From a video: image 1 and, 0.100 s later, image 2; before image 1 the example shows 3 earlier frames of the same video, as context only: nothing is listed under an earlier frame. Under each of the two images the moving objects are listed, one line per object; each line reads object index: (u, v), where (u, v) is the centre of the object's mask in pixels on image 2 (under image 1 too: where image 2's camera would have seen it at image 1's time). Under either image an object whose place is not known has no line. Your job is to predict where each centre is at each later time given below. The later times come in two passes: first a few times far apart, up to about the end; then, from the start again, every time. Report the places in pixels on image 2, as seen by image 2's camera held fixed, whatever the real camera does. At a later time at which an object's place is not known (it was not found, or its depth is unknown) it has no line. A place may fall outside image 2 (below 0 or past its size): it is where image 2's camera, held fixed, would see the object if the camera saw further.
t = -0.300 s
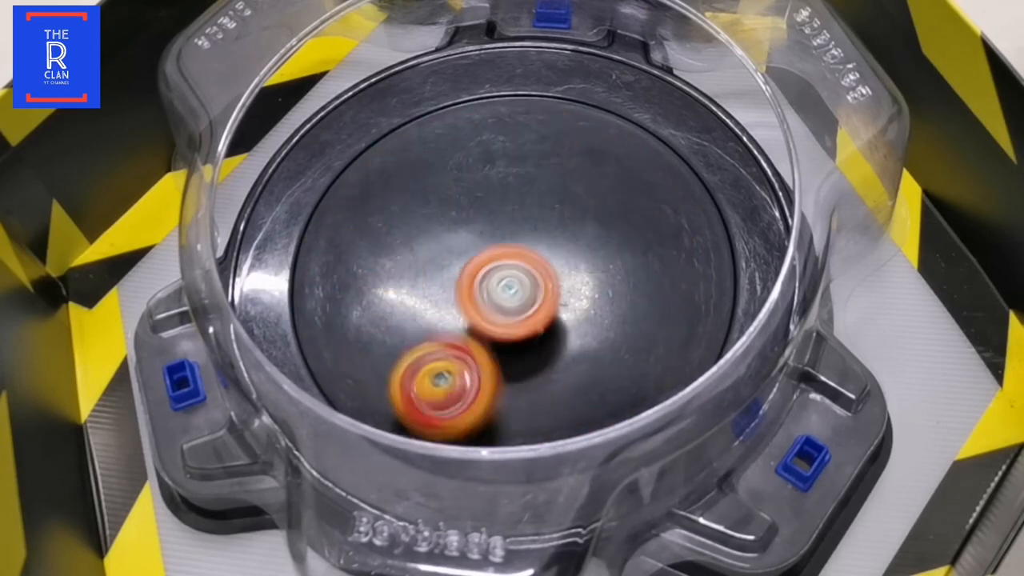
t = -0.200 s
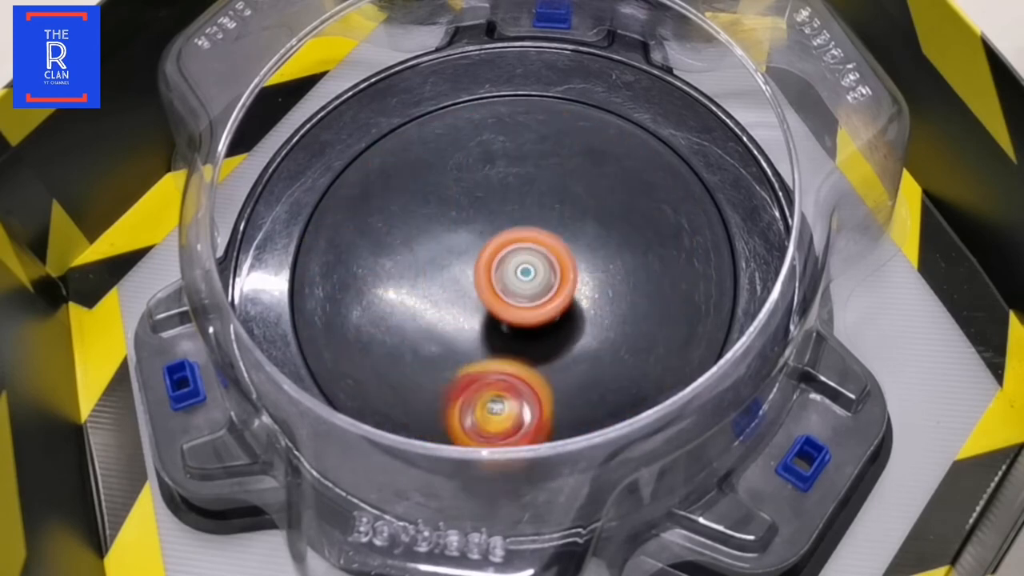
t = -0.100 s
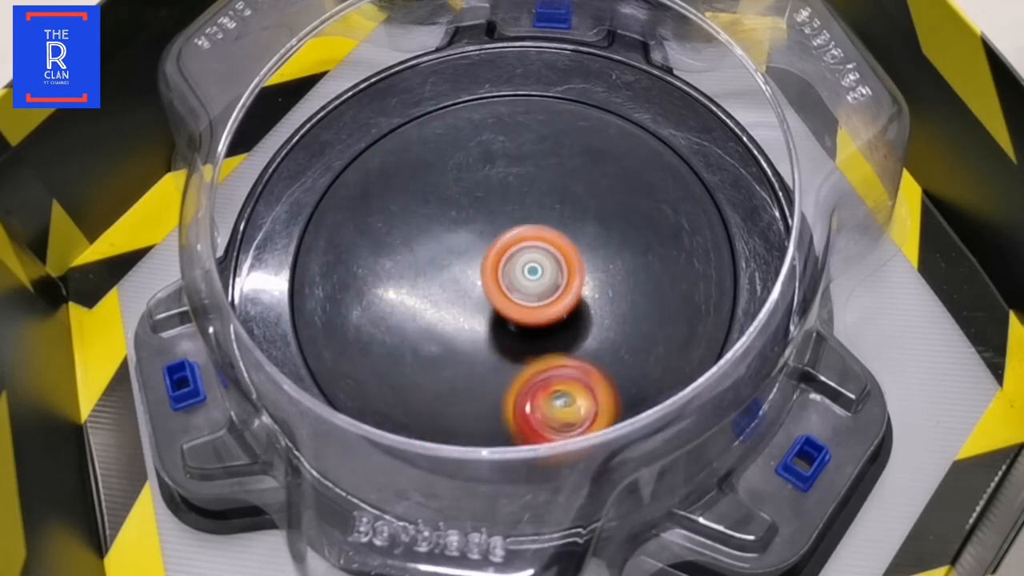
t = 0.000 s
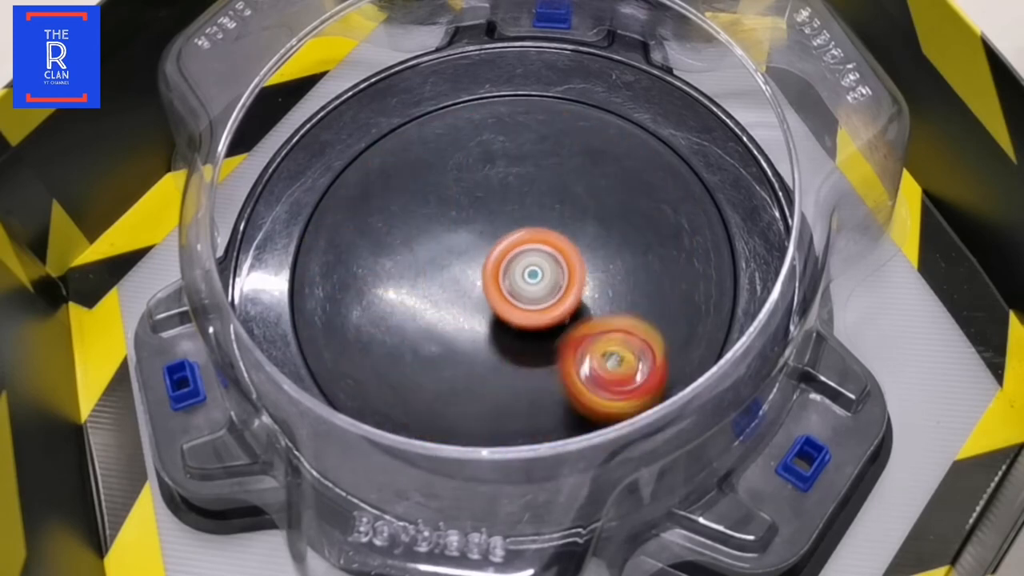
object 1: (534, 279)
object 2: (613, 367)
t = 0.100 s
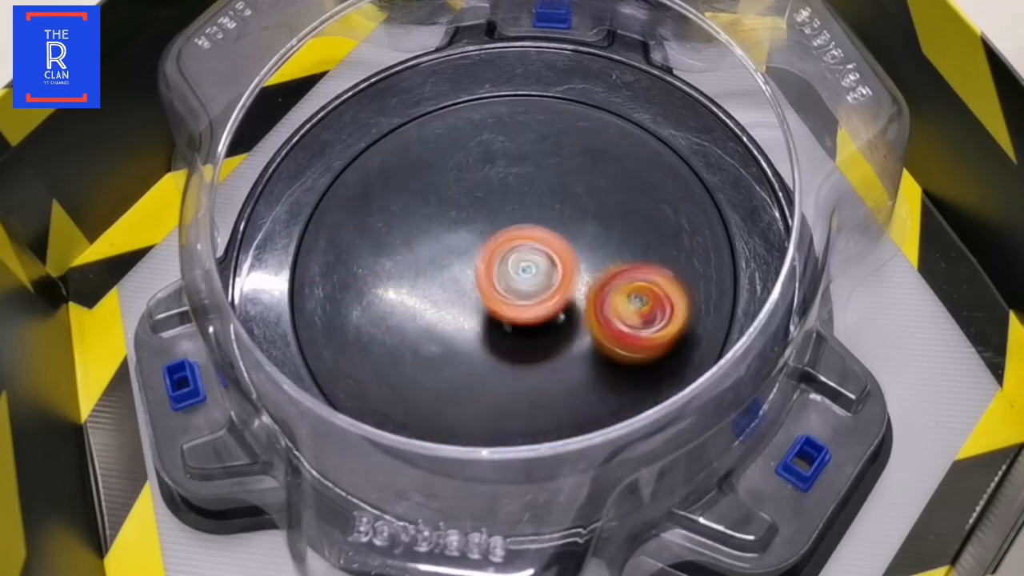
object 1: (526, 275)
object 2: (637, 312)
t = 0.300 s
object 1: (463, 233)
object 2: (614, 213)
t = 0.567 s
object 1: (398, 285)
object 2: (520, 145)
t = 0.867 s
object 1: (413, 308)
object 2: (425, 217)
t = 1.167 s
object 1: (410, 403)
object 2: (503, 211)
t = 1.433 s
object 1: (447, 382)
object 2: (578, 204)
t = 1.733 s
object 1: (480, 299)
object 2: (601, 295)
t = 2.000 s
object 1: (515, 239)
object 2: (554, 343)
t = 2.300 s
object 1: (555, 234)
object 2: (489, 309)
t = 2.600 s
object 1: (598, 258)
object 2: (457, 242)
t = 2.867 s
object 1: (577, 297)
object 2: (457, 207)
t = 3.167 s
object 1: (498, 293)
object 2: (468, 210)
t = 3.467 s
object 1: (462, 286)
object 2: (464, 205)
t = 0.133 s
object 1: (509, 265)
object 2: (643, 296)
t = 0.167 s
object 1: (494, 255)
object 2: (643, 278)
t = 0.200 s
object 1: (481, 247)
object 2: (640, 261)
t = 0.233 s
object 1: (471, 241)
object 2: (635, 243)
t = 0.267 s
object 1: (465, 236)
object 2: (626, 228)
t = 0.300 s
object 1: (463, 233)
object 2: (614, 213)
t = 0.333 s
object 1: (462, 232)
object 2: (600, 201)
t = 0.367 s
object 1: (462, 231)
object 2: (583, 190)
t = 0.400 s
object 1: (463, 231)
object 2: (564, 182)
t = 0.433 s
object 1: (464, 233)
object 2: (544, 174)
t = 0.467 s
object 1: (454, 240)
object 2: (532, 166)
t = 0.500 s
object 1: (432, 258)
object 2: (533, 154)
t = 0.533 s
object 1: (412, 273)
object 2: (528, 147)
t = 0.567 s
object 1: (398, 285)
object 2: (520, 145)
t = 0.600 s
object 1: (390, 295)
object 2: (508, 145)
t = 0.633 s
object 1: (386, 300)
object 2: (495, 146)
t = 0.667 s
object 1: (386, 303)
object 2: (483, 149)
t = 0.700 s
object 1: (388, 304)
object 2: (472, 155)
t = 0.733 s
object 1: (393, 304)
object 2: (460, 162)
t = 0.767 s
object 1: (398, 305)
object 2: (449, 173)
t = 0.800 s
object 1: (403, 306)
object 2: (438, 186)
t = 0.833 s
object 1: (408, 307)
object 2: (430, 202)
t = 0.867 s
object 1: (413, 308)
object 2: (425, 217)
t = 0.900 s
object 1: (414, 321)
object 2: (427, 224)
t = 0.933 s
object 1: (417, 333)
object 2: (432, 229)
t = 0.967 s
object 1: (423, 342)
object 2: (438, 235)
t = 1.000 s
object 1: (427, 346)
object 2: (442, 244)
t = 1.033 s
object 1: (430, 348)
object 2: (444, 254)
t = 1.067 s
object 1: (418, 370)
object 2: (458, 248)
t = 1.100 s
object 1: (410, 389)
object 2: (472, 234)
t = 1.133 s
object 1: (404, 404)
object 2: (488, 218)
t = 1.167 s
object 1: (410, 403)
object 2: (503, 211)
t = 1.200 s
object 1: (409, 415)
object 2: (517, 202)
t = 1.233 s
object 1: (410, 416)
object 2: (527, 197)
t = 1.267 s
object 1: (418, 406)
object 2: (536, 196)
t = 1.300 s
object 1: (421, 404)
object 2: (543, 195)
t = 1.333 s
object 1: (426, 402)
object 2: (552, 192)
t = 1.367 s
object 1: (432, 398)
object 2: (562, 195)
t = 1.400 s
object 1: (440, 391)
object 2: (571, 199)
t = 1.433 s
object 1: (447, 382)
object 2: (578, 204)
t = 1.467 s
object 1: (455, 374)
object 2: (585, 211)
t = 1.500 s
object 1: (463, 365)
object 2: (591, 217)
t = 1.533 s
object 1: (470, 356)
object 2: (597, 226)
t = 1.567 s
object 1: (477, 349)
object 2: (599, 236)
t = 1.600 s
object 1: (483, 341)
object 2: (600, 244)
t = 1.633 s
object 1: (486, 334)
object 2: (600, 254)
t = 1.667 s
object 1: (492, 316)
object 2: (593, 275)
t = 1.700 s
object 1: (486, 308)
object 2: (599, 285)
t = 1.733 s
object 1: (480, 299)
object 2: (601, 295)
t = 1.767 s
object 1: (477, 290)
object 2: (601, 305)
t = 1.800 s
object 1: (478, 281)
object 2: (599, 311)
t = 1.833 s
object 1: (483, 273)
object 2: (597, 316)
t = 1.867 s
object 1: (487, 265)
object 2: (591, 325)
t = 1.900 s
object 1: (494, 257)
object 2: (581, 332)
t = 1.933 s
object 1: (500, 250)
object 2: (573, 337)
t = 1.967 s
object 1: (508, 245)
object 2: (563, 341)
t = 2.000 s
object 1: (515, 239)
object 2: (554, 343)
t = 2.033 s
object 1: (522, 235)
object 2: (545, 344)
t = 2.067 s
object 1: (530, 232)
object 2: (534, 344)
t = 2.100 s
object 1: (536, 230)
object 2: (523, 343)
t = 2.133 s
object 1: (541, 229)
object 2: (512, 339)
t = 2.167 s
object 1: (545, 229)
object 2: (505, 334)
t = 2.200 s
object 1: (549, 229)
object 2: (497, 329)
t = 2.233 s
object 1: (551, 231)
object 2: (494, 323)
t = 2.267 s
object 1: (554, 232)
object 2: (492, 316)
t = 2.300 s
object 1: (555, 234)
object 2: (489, 309)
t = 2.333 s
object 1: (563, 232)
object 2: (481, 305)
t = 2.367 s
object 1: (571, 231)
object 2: (469, 297)
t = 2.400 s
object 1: (573, 233)
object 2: (464, 291)
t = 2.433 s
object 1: (574, 235)
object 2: (462, 283)
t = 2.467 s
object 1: (574, 238)
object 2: (465, 277)
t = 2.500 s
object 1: (575, 241)
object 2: (467, 267)
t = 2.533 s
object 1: (574, 245)
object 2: (472, 262)
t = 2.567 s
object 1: (583, 251)
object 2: (466, 252)
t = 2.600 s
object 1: (598, 258)
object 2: (457, 242)
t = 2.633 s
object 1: (604, 264)
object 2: (449, 230)
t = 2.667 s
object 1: (606, 268)
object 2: (444, 221)
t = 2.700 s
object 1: (603, 273)
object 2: (444, 213)
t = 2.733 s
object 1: (601, 277)
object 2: (445, 208)
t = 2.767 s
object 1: (596, 283)
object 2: (446, 206)
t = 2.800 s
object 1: (591, 287)
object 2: (448, 205)
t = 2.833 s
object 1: (585, 293)
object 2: (453, 205)
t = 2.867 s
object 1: (577, 297)
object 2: (457, 207)
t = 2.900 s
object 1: (568, 301)
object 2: (459, 209)
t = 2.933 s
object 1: (559, 303)
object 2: (462, 211)
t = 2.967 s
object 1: (549, 306)
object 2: (466, 212)
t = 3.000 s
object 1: (541, 306)
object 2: (470, 212)
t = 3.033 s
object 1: (531, 305)
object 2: (473, 212)
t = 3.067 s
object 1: (523, 303)
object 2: (474, 211)
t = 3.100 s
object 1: (514, 301)
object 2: (474, 211)
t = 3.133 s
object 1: (506, 297)
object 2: (472, 211)
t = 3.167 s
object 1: (498, 293)
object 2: (468, 210)
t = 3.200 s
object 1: (489, 292)
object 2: (468, 207)
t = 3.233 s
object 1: (481, 294)
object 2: (470, 205)
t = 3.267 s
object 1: (473, 292)
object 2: (473, 206)
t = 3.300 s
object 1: (468, 287)
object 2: (474, 207)
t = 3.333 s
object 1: (463, 284)
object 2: (473, 206)
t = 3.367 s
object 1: (462, 283)
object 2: (467, 205)
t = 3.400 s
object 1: (462, 283)
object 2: (463, 204)
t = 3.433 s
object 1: (463, 284)
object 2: (463, 204)
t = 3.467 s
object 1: (462, 286)
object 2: (464, 205)
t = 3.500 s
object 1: (462, 288)
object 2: (465, 205)
